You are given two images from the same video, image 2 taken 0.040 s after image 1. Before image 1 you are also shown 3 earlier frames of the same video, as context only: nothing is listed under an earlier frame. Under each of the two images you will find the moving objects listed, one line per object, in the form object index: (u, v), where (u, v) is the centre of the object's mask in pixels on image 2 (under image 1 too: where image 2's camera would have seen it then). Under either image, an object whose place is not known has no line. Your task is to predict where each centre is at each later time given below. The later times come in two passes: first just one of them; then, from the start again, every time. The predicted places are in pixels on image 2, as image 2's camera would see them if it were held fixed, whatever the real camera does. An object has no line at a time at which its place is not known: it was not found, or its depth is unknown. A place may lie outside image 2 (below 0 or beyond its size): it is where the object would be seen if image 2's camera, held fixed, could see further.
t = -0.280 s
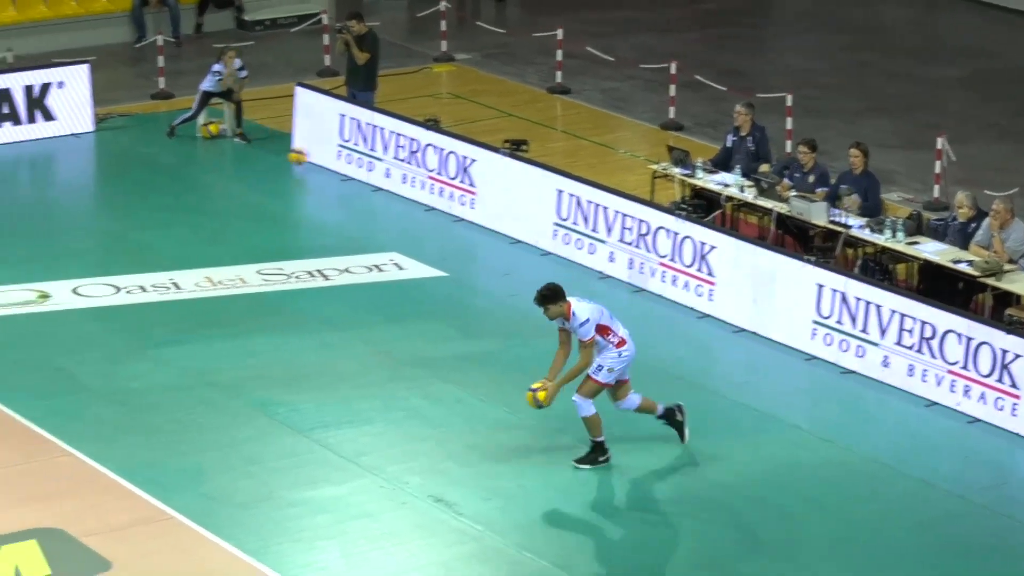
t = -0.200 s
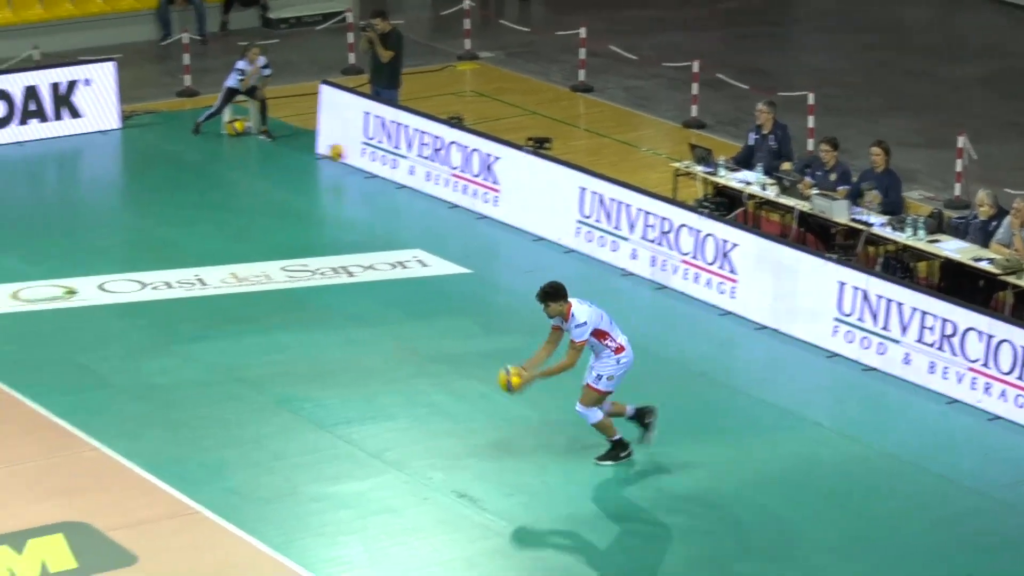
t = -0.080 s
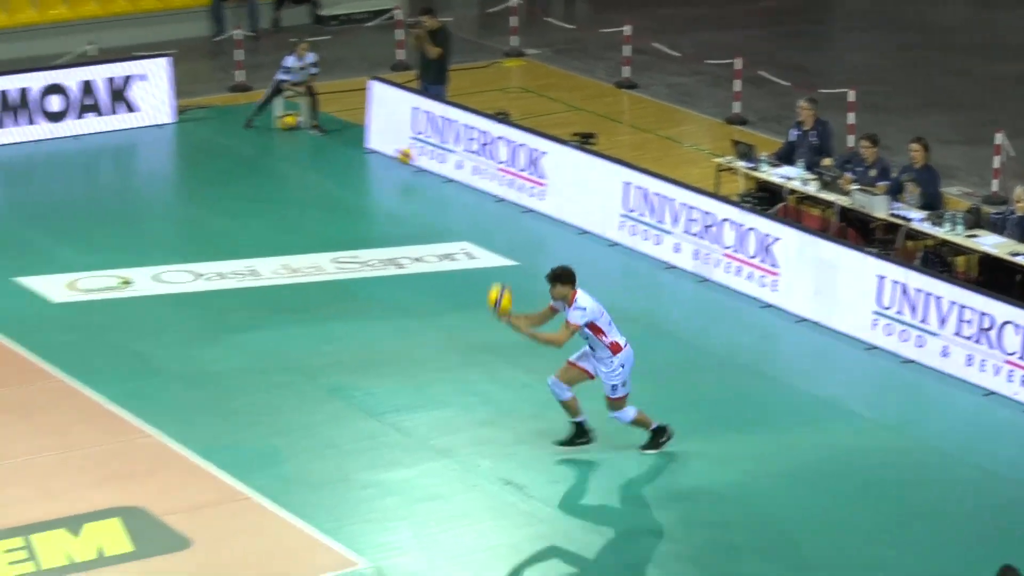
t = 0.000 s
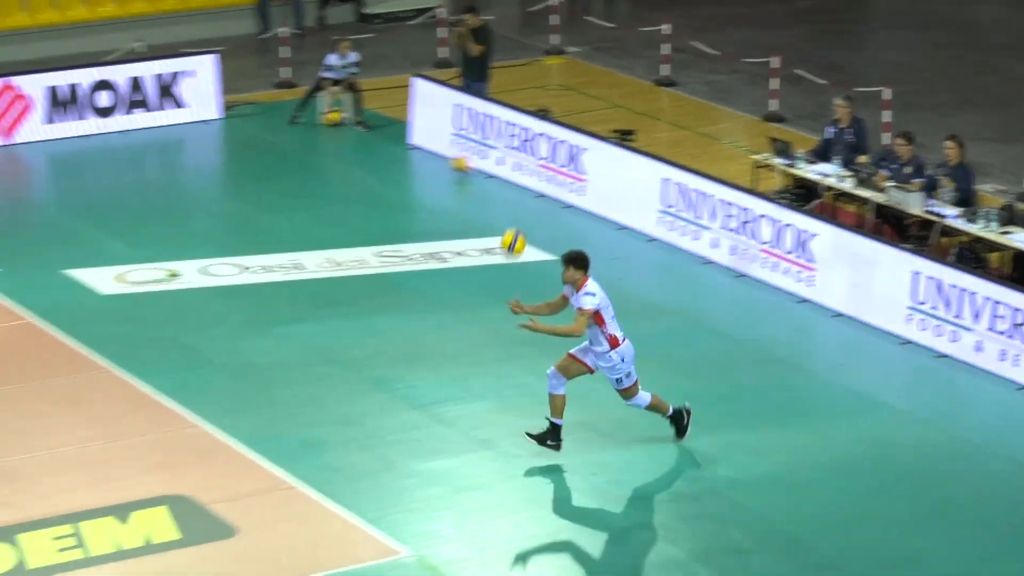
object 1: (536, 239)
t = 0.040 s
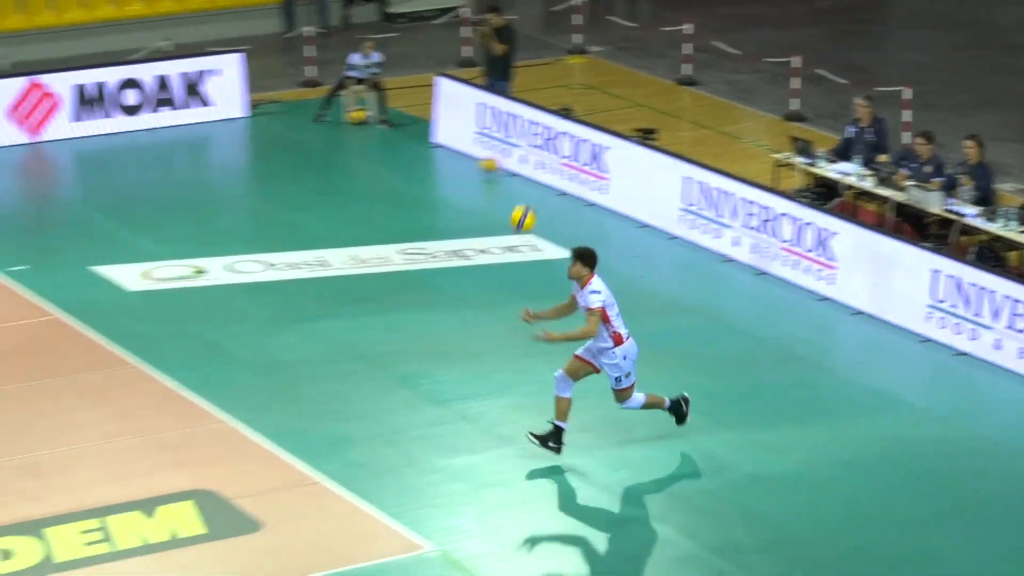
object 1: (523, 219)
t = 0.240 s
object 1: (455, 137)
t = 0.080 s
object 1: (509, 198)
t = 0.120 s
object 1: (496, 180)
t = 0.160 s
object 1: (482, 164)
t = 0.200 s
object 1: (468, 150)
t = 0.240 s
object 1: (455, 137)
